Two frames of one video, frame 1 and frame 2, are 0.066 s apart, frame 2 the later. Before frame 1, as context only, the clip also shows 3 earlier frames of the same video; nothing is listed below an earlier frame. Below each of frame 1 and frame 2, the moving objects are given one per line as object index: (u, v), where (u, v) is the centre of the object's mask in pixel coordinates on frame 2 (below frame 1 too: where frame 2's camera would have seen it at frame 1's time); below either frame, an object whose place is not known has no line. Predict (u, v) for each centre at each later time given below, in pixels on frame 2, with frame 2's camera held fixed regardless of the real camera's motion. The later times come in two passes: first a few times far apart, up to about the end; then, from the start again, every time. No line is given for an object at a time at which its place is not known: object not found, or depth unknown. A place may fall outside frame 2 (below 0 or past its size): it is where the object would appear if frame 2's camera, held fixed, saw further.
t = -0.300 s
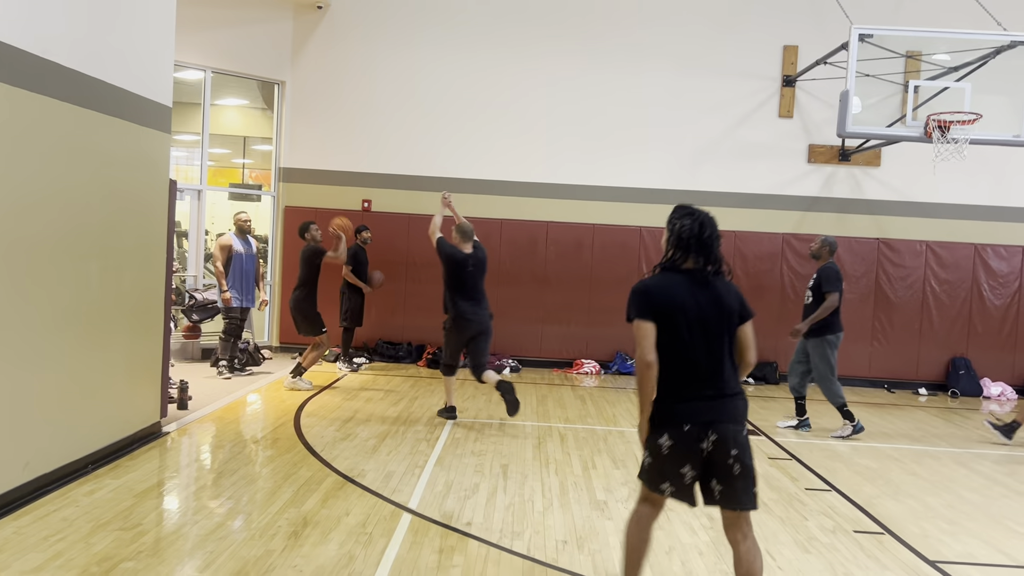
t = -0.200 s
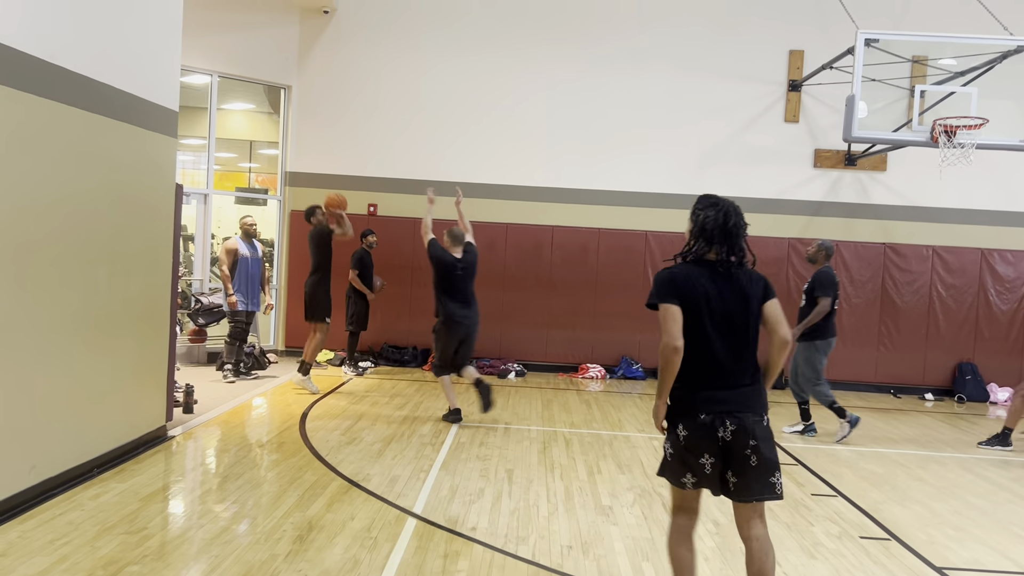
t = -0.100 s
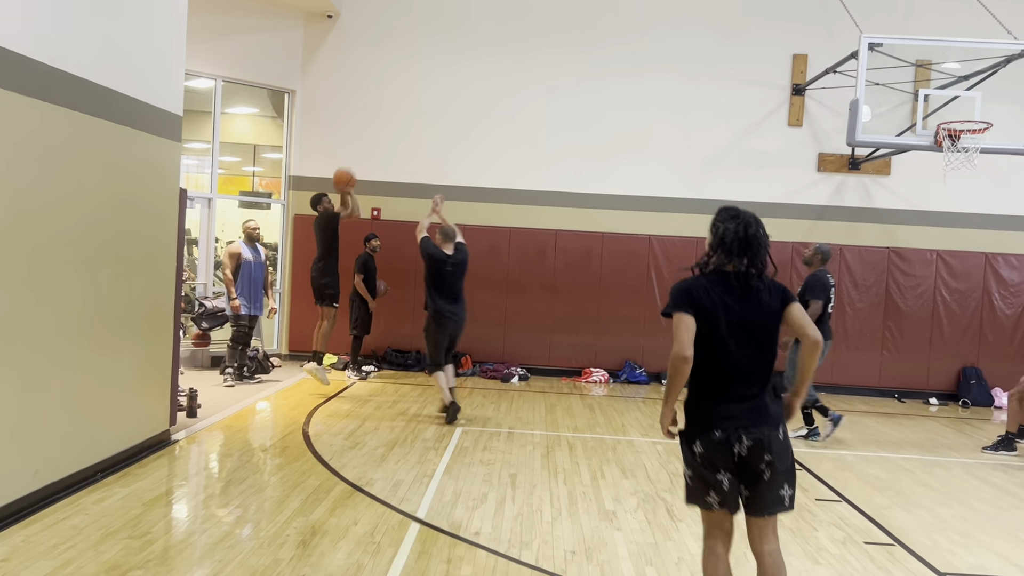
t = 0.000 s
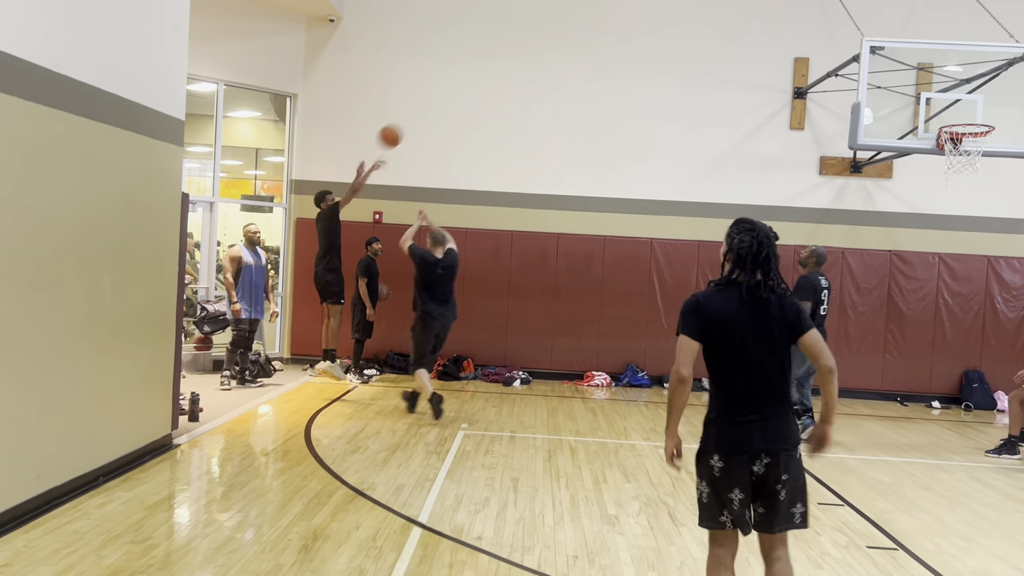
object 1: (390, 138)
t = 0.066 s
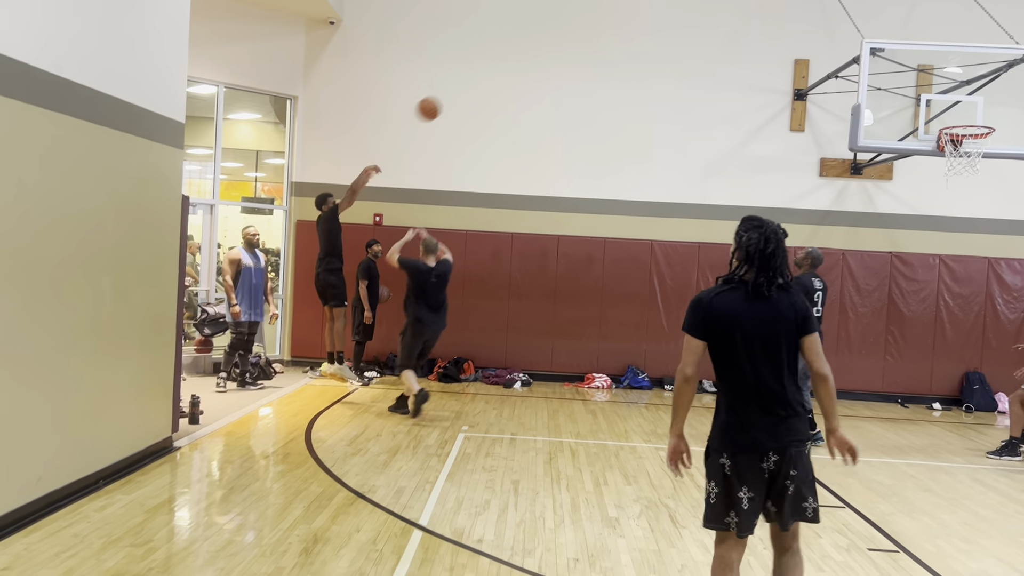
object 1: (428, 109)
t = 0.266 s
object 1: (543, 44)
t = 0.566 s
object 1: (712, 17)
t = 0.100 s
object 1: (448, 95)
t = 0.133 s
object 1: (467, 83)
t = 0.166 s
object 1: (486, 72)
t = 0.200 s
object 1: (505, 62)
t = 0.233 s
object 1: (524, 52)
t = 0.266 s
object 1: (543, 44)
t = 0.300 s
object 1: (562, 37)
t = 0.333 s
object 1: (581, 31)
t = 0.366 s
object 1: (600, 26)
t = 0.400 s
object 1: (619, 22)
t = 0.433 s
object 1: (638, 18)
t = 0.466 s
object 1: (657, 16)
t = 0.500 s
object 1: (675, 15)
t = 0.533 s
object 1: (694, 15)
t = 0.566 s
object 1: (712, 17)
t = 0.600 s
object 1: (731, 19)
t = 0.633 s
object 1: (749, 22)
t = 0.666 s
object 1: (767, 26)
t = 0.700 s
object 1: (786, 32)
